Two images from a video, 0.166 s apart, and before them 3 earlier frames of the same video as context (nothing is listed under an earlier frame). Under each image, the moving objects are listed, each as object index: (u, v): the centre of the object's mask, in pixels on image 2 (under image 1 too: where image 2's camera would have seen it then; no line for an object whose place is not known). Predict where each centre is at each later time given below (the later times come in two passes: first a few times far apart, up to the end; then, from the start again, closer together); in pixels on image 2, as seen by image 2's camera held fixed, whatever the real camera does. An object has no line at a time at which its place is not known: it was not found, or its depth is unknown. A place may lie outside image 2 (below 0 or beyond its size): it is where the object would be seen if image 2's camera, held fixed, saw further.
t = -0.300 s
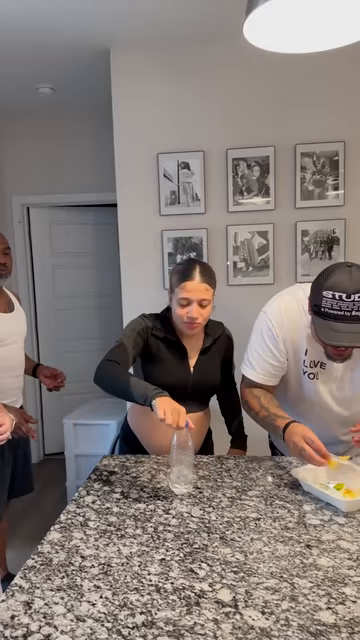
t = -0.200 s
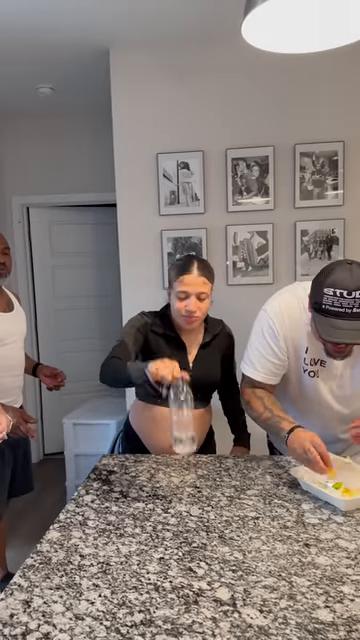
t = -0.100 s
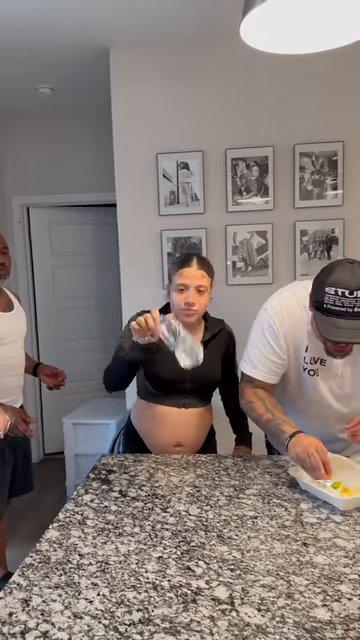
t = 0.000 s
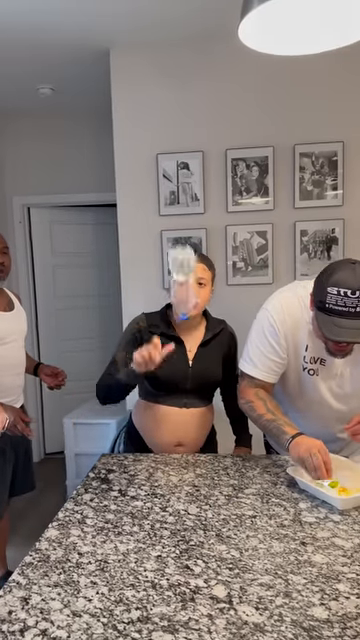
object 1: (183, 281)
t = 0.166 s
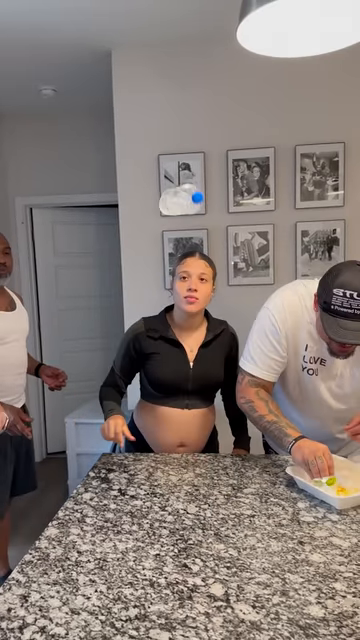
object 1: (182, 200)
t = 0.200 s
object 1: (179, 197)
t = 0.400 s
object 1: (170, 288)
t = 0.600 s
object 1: (170, 472)
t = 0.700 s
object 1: (169, 476)
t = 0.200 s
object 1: (179, 197)
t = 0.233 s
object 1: (177, 198)
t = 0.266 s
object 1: (174, 208)
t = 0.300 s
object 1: (173, 221)
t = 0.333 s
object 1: (171, 240)
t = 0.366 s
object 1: (170, 262)
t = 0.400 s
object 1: (170, 288)
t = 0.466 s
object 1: (171, 353)
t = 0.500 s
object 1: (171, 389)
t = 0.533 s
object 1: (172, 432)
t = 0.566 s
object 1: (174, 474)
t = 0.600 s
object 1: (170, 472)
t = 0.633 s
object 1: (171, 472)
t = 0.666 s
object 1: (169, 472)
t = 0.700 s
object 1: (169, 476)
